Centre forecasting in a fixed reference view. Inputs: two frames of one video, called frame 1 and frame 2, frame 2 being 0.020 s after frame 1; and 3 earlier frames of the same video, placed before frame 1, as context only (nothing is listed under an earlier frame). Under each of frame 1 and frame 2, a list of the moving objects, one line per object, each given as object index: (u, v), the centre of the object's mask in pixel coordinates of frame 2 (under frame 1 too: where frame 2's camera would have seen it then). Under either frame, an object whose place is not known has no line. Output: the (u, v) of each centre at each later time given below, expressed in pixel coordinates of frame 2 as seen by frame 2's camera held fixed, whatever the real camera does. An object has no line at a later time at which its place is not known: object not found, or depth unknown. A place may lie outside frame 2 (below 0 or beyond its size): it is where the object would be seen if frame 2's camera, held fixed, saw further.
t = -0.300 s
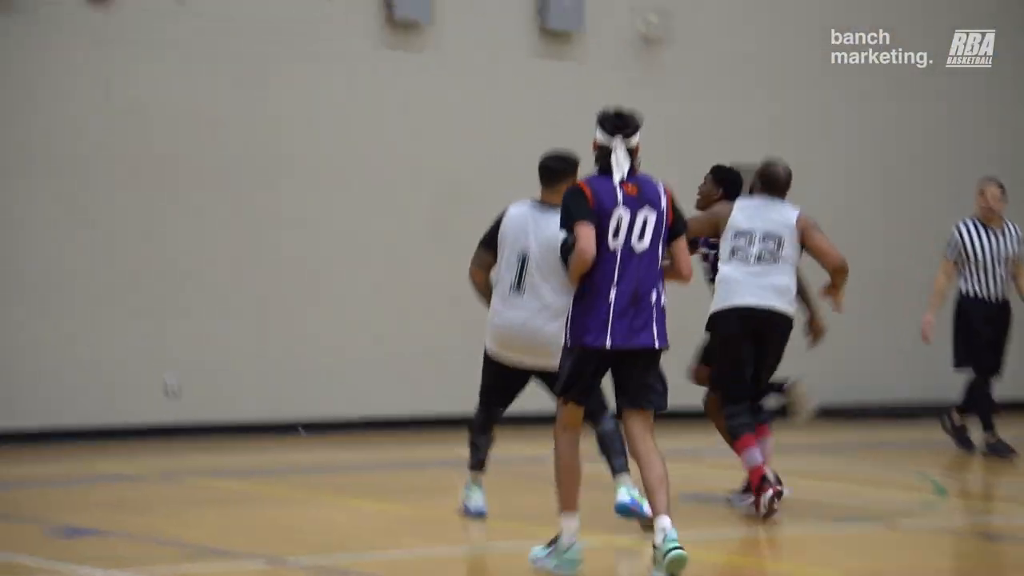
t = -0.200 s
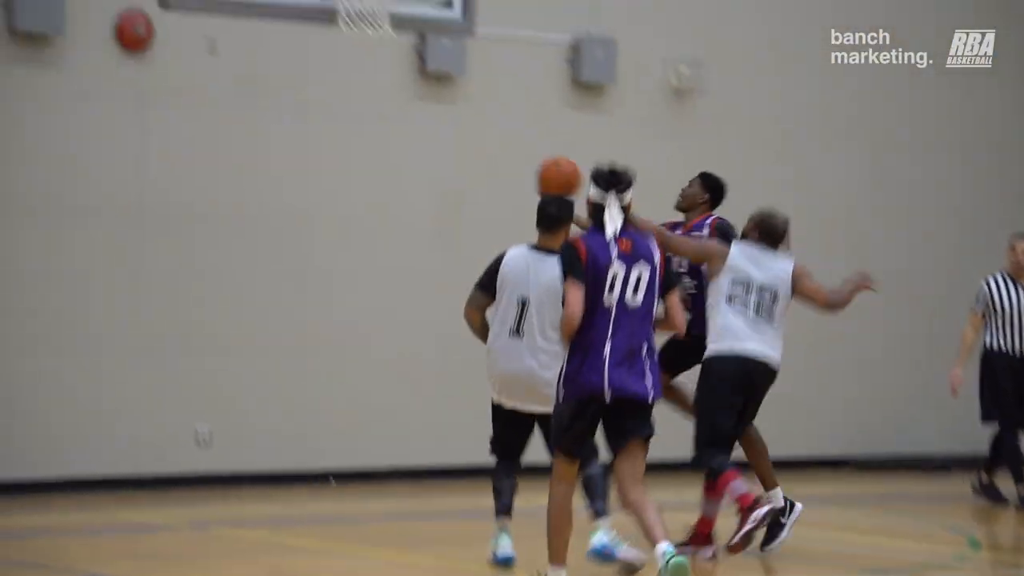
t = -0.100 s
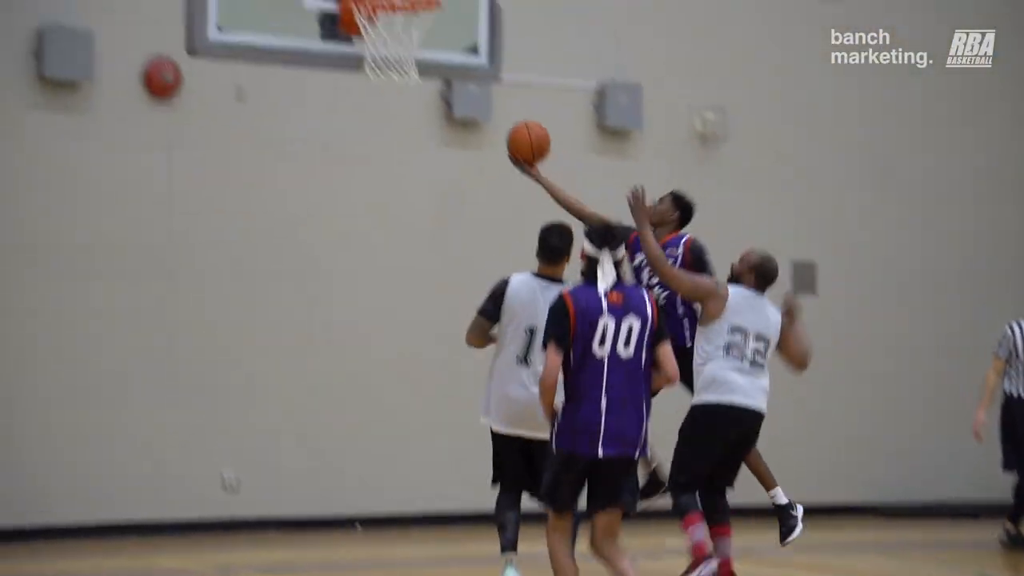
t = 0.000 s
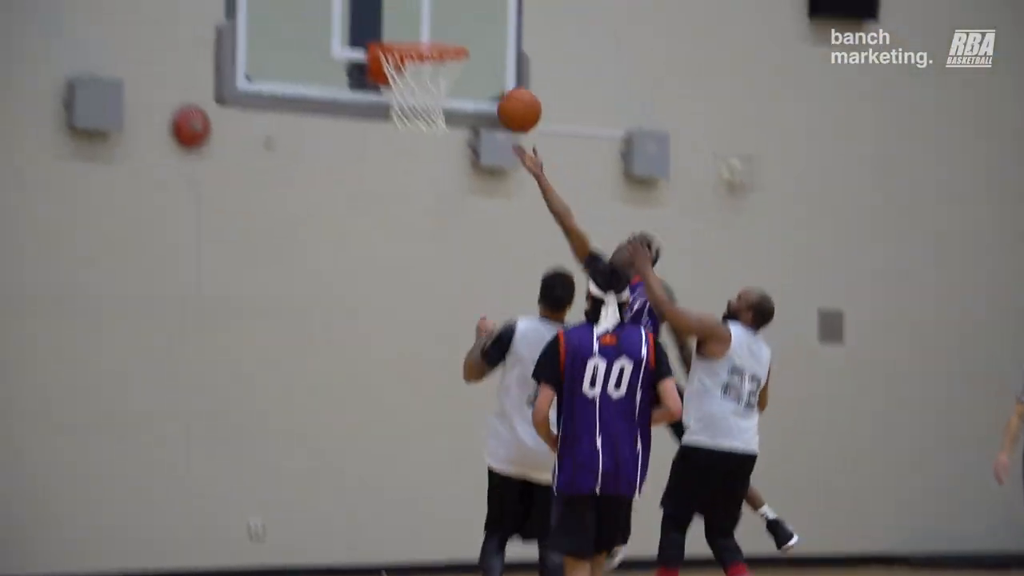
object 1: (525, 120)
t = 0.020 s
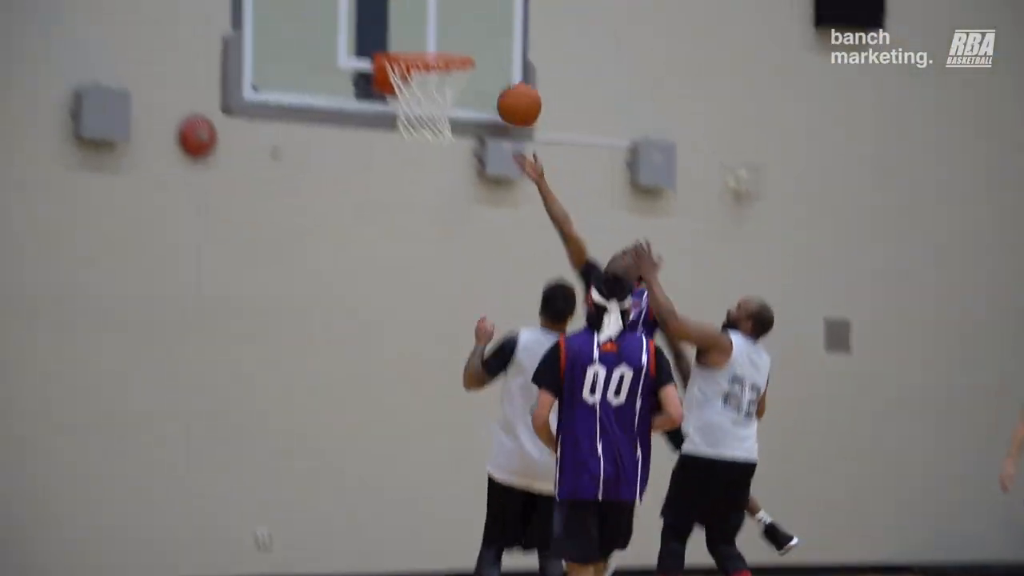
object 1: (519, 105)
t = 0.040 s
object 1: (513, 91)
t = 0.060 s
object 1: (507, 78)
